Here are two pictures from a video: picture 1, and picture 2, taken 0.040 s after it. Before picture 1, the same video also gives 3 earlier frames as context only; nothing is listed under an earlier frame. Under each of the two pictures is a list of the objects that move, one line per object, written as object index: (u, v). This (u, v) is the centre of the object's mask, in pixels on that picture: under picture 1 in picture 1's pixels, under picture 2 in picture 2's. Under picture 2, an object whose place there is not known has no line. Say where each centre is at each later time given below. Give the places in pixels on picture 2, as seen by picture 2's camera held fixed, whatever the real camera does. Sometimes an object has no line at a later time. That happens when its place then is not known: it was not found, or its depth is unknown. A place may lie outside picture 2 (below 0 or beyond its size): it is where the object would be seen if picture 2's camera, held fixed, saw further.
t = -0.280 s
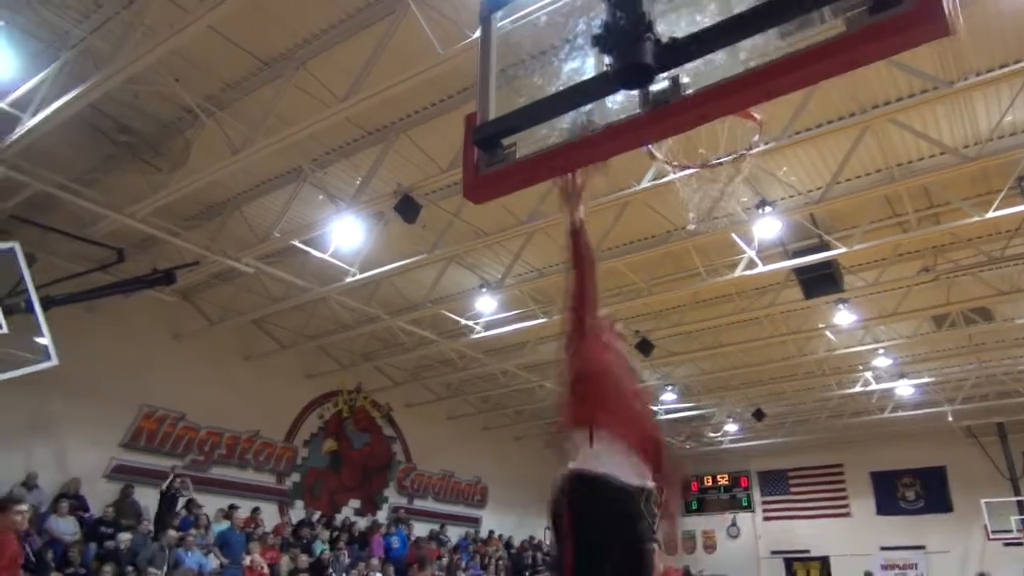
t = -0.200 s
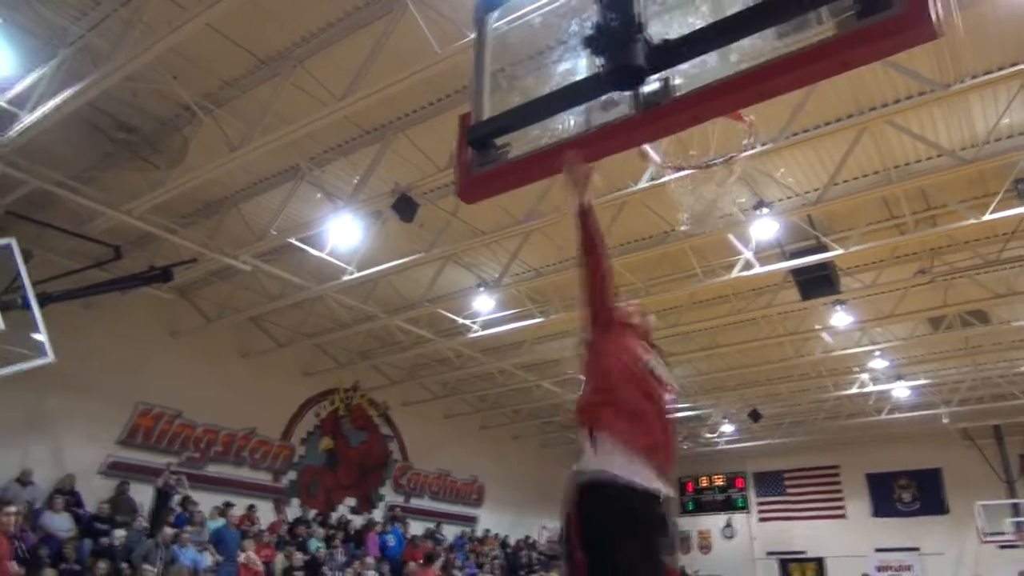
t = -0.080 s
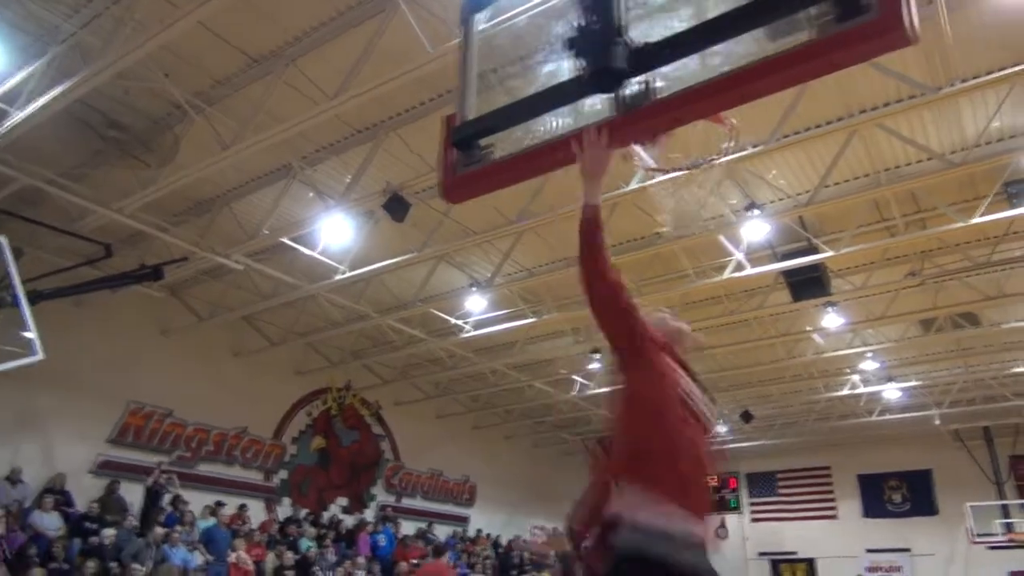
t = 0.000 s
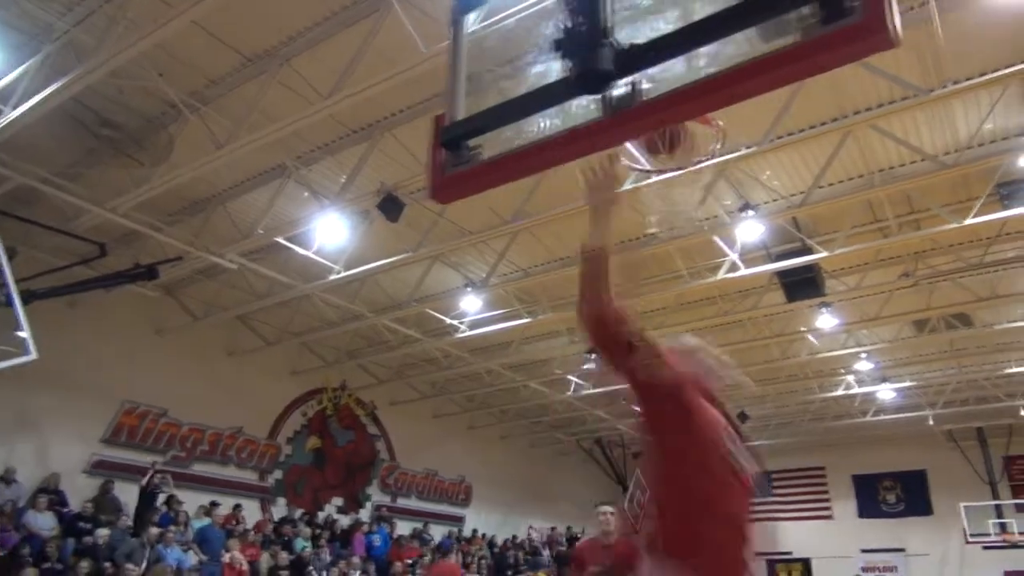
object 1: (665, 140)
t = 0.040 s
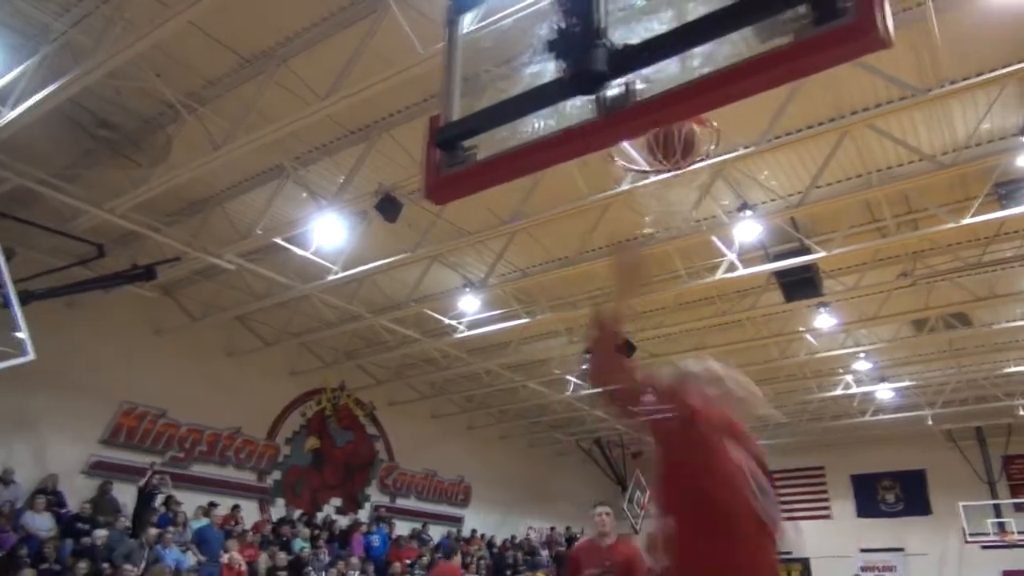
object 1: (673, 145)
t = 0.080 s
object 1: (676, 149)
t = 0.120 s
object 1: (664, 157)
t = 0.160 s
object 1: (651, 172)
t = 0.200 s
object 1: (640, 183)
